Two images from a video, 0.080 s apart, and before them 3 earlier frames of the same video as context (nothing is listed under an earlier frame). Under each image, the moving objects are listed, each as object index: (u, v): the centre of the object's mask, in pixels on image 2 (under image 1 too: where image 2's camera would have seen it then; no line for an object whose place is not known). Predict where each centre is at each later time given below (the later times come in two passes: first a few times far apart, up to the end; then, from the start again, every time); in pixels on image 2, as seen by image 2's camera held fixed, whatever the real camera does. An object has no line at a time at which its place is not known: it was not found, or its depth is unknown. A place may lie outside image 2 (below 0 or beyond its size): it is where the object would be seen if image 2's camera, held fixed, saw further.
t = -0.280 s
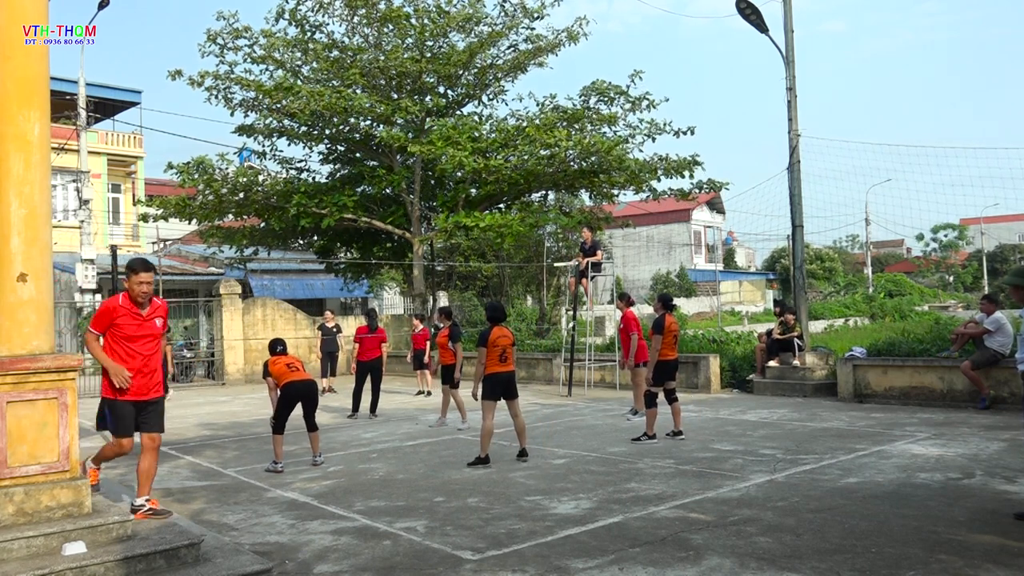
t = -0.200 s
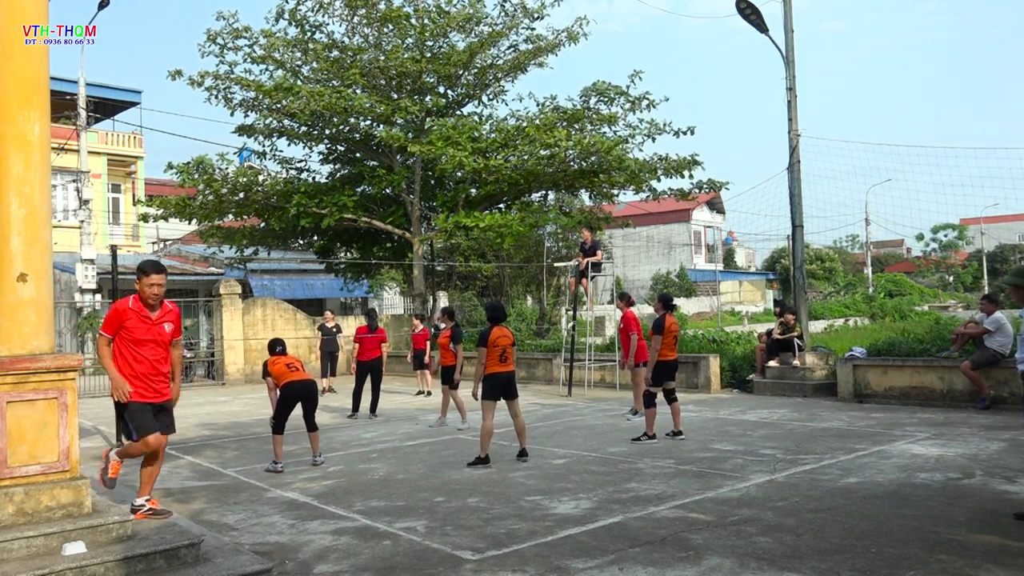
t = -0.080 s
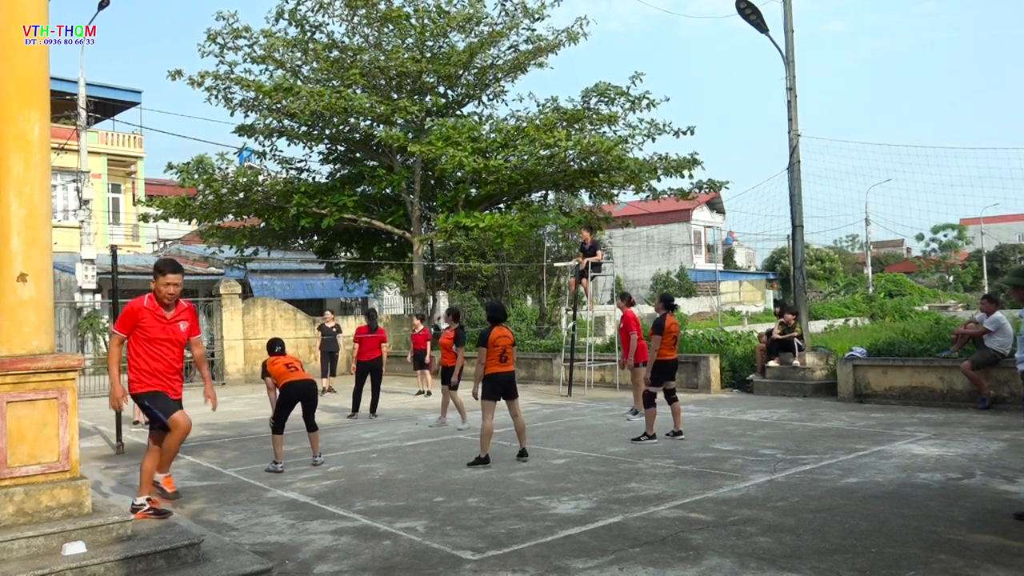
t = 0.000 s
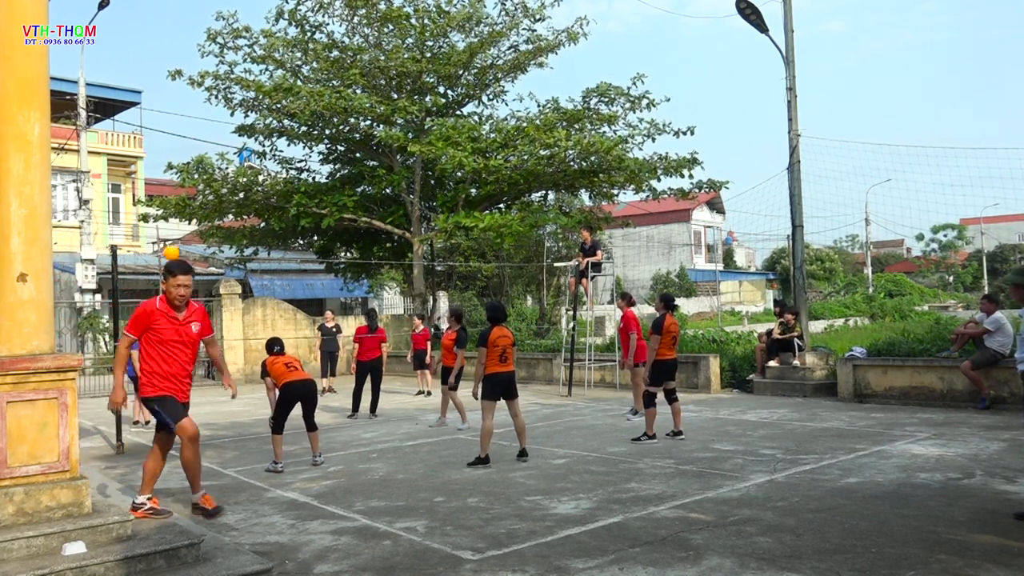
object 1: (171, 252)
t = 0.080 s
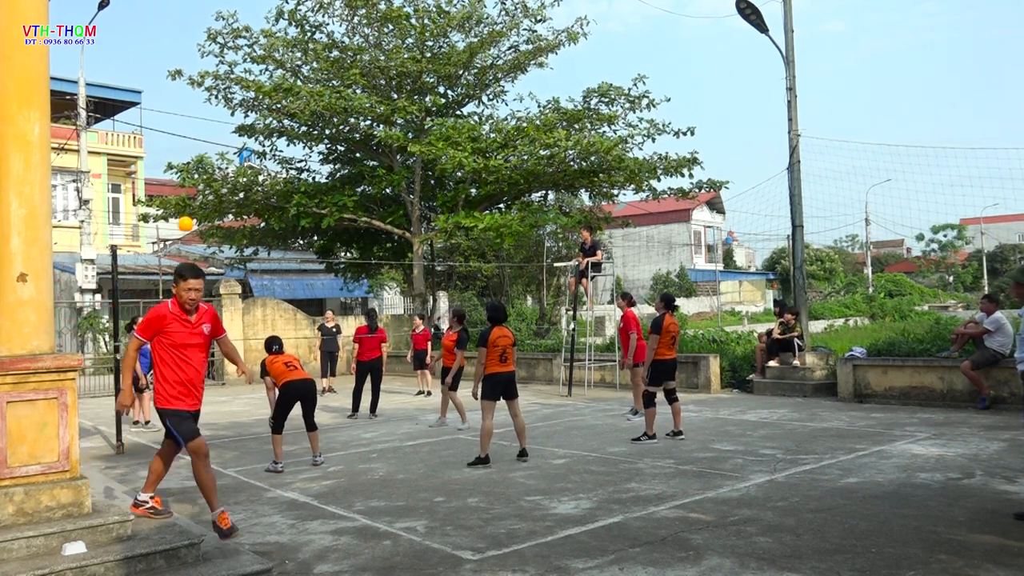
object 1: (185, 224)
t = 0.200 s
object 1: (209, 188)
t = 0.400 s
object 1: (253, 147)
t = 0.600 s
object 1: (302, 137)
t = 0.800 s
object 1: (355, 161)
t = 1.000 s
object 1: (414, 224)
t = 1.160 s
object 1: (465, 305)
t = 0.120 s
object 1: (193, 211)
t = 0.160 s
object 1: (200, 199)
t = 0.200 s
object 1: (209, 188)
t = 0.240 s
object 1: (217, 177)
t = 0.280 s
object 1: (226, 168)
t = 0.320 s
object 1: (235, 160)
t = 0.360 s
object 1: (245, 153)
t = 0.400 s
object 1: (253, 147)
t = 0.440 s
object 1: (263, 143)
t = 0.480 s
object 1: (272, 139)
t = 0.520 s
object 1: (282, 137)
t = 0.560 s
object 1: (292, 136)
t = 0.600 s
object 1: (302, 137)
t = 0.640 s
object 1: (312, 139)
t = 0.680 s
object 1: (323, 143)
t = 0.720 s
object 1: (333, 147)
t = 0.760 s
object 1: (344, 154)
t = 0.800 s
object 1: (355, 161)
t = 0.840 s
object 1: (366, 170)
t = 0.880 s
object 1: (378, 181)
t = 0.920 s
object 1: (389, 194)
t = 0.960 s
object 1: (401, 208)
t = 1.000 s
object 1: (414, 224)
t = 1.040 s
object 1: (426, 241)
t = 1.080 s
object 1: (439, 260)
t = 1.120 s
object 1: (451, 282)
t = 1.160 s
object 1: (465, 305)
